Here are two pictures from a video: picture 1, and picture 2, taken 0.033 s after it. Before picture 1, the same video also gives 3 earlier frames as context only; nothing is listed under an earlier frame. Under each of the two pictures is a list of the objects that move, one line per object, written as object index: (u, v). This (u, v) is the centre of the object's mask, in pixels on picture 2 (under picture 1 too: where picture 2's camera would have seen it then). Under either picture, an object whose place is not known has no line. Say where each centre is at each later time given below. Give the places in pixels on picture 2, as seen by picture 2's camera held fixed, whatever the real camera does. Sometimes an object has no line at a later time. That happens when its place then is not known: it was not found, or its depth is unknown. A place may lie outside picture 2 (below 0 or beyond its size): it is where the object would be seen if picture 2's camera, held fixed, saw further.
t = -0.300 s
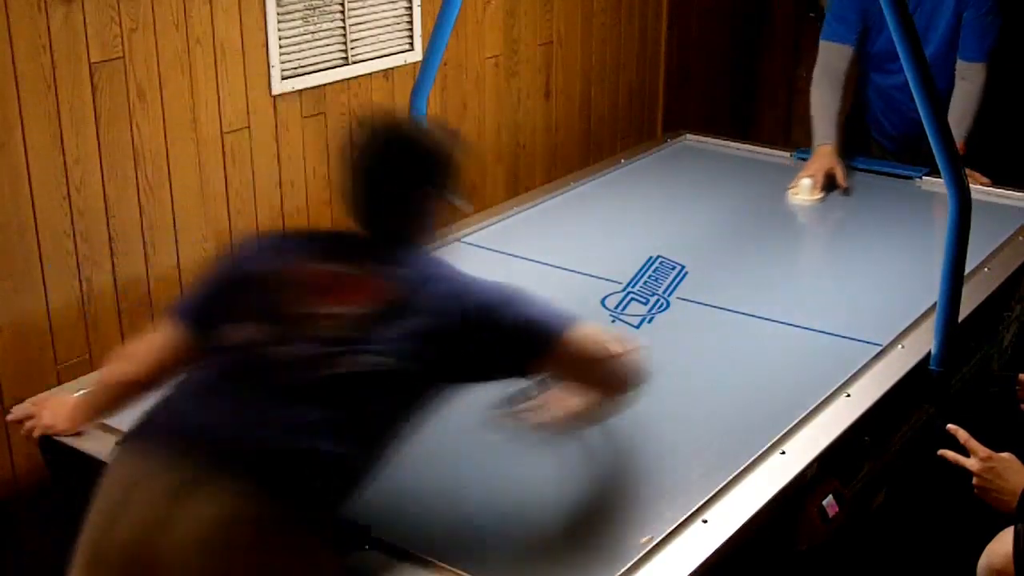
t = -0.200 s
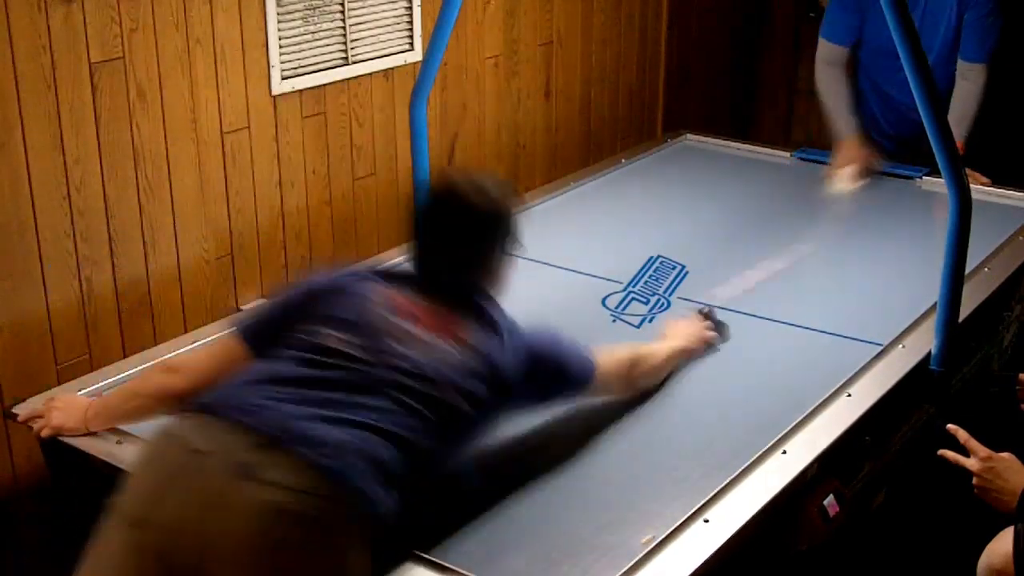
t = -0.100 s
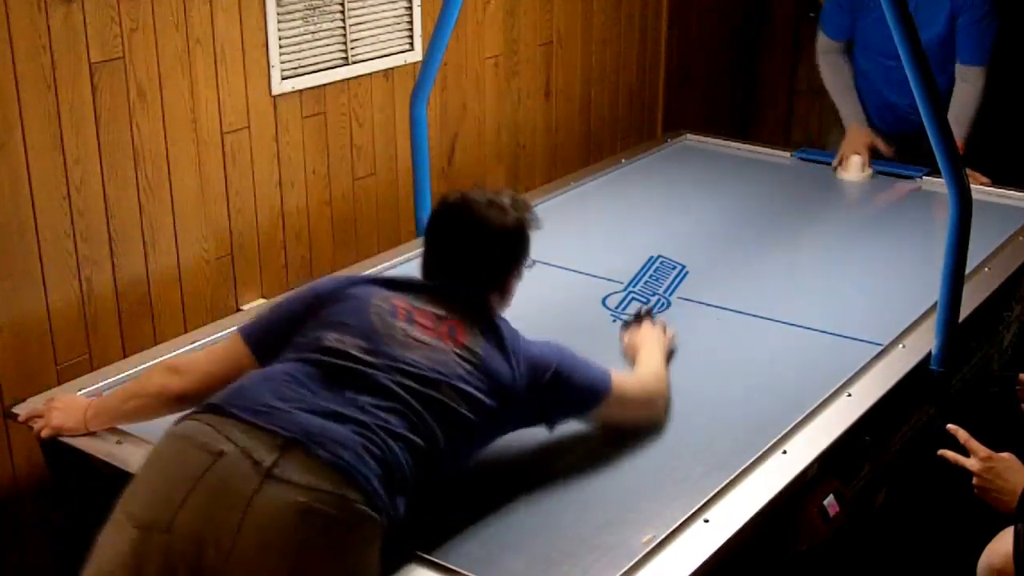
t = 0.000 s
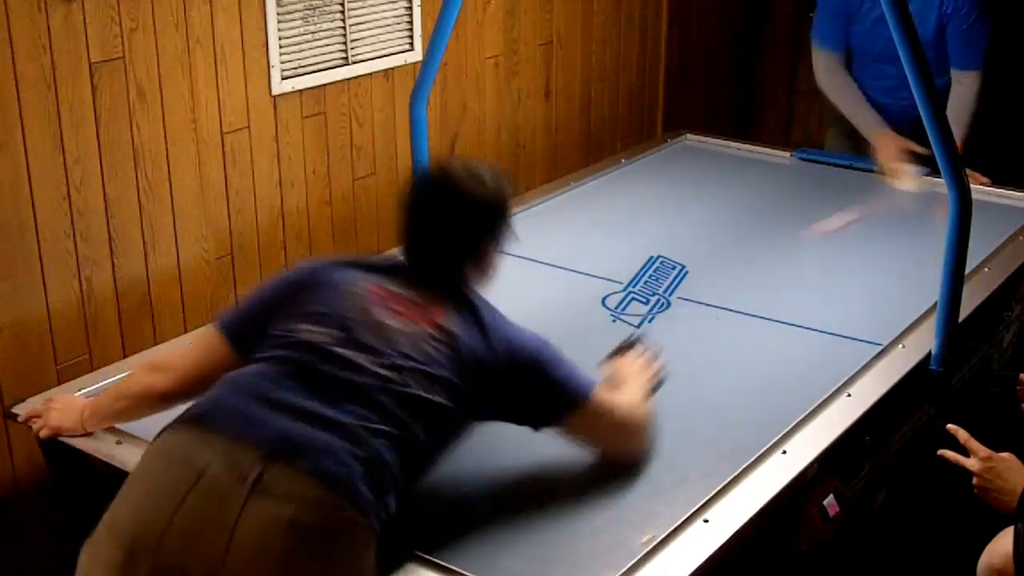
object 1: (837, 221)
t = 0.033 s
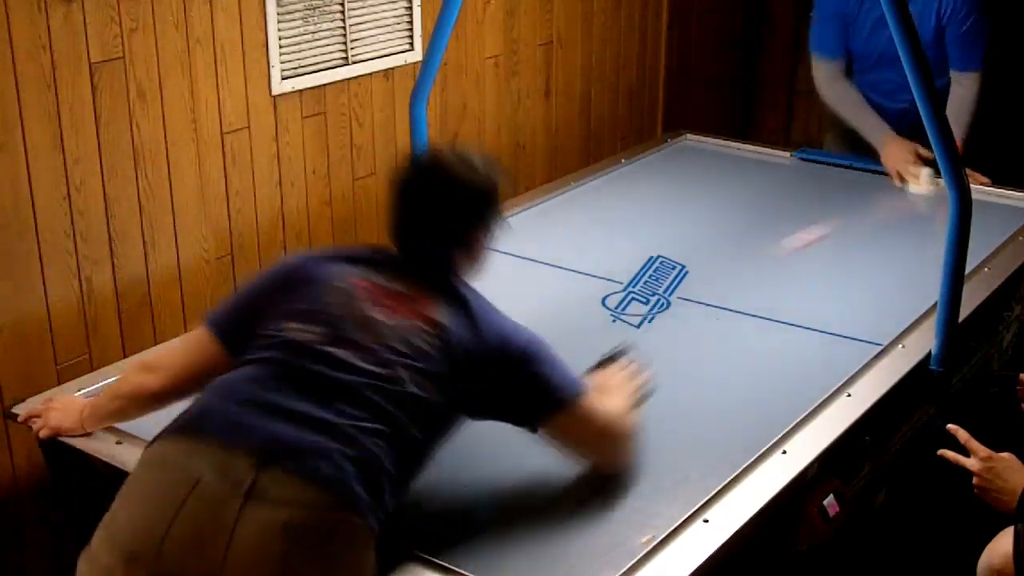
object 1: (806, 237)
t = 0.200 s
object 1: (604, 336)
